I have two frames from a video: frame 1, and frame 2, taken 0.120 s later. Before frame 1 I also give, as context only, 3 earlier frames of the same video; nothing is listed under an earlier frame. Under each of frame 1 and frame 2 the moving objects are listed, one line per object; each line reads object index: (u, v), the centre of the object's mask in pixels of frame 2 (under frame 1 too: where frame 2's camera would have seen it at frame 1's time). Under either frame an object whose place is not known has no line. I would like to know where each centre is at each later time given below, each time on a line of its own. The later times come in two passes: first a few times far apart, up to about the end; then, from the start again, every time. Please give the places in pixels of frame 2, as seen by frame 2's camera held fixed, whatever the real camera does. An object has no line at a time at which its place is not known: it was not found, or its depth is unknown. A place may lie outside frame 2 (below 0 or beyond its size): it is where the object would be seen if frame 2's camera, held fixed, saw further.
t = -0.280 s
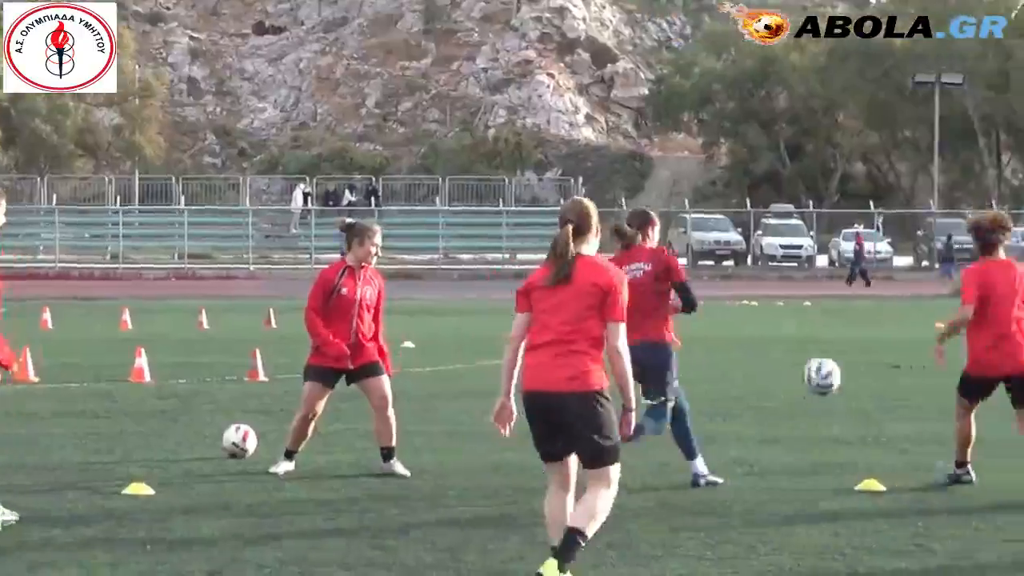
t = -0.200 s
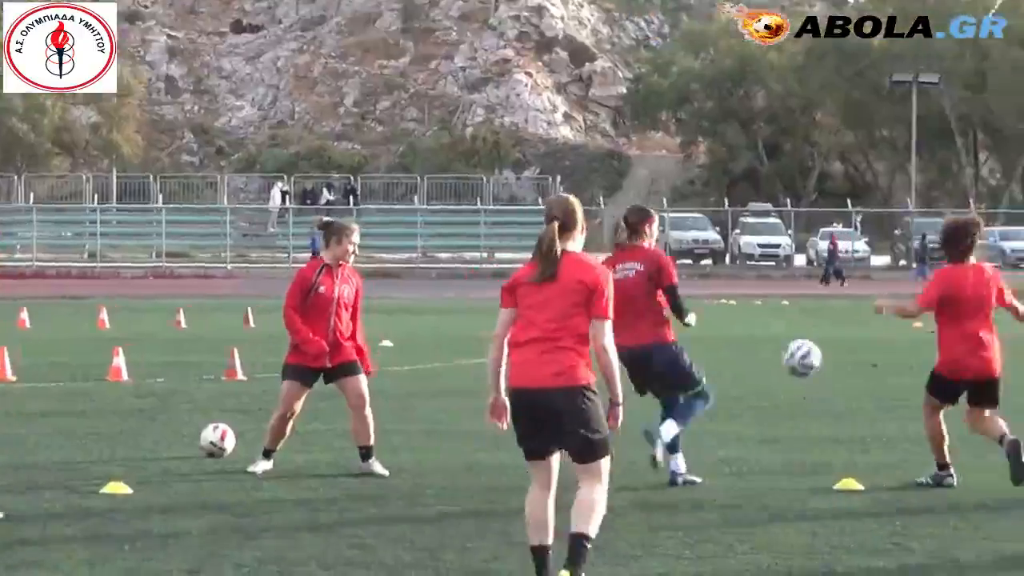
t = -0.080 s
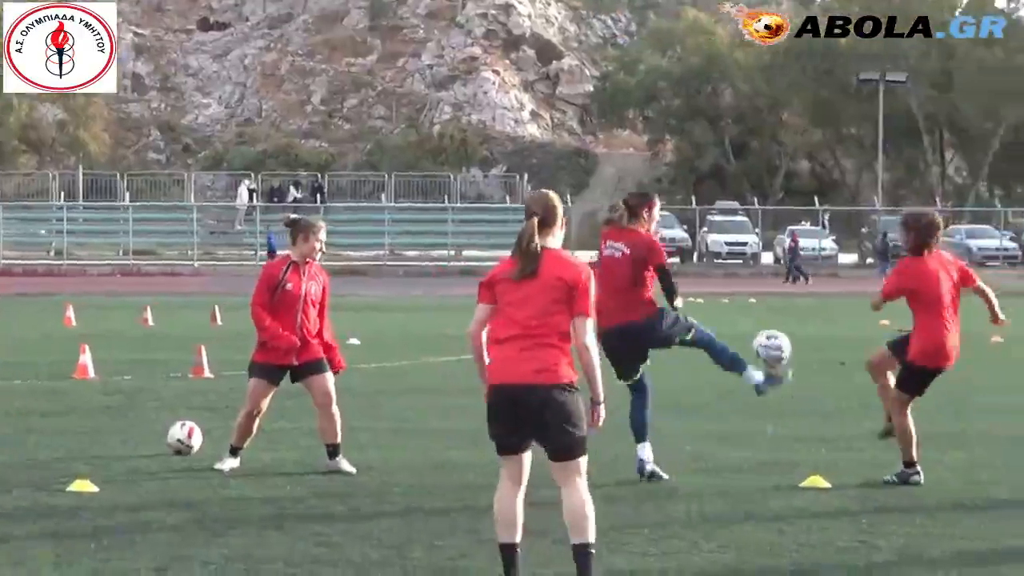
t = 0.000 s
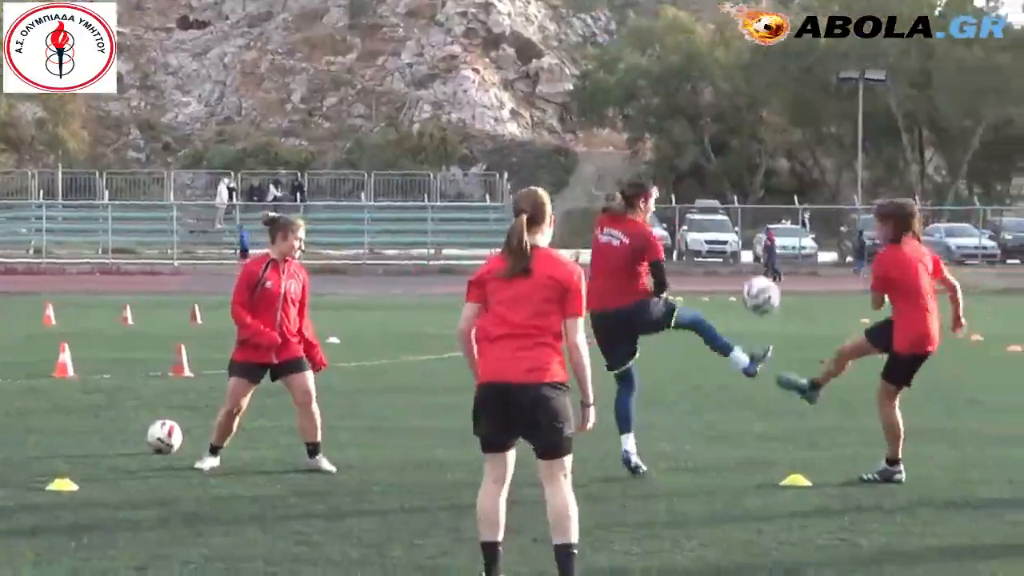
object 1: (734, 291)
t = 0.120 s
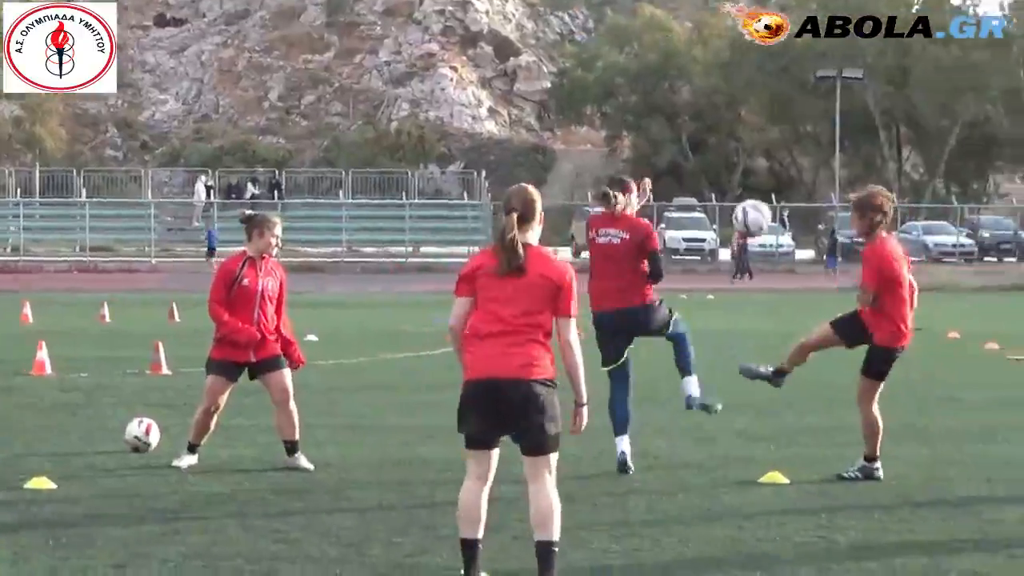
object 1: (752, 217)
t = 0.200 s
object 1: (761, 183)
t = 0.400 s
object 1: (782, 135)
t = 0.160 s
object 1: (756, 200)
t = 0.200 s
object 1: (761, 183)
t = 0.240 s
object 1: (765, 169)
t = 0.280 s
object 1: (769, 157)
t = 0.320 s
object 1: (774, 145)
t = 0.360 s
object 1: (778, 138)
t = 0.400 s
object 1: (782, 135)
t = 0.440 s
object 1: (785, 134)
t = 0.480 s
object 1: (788, 135)
